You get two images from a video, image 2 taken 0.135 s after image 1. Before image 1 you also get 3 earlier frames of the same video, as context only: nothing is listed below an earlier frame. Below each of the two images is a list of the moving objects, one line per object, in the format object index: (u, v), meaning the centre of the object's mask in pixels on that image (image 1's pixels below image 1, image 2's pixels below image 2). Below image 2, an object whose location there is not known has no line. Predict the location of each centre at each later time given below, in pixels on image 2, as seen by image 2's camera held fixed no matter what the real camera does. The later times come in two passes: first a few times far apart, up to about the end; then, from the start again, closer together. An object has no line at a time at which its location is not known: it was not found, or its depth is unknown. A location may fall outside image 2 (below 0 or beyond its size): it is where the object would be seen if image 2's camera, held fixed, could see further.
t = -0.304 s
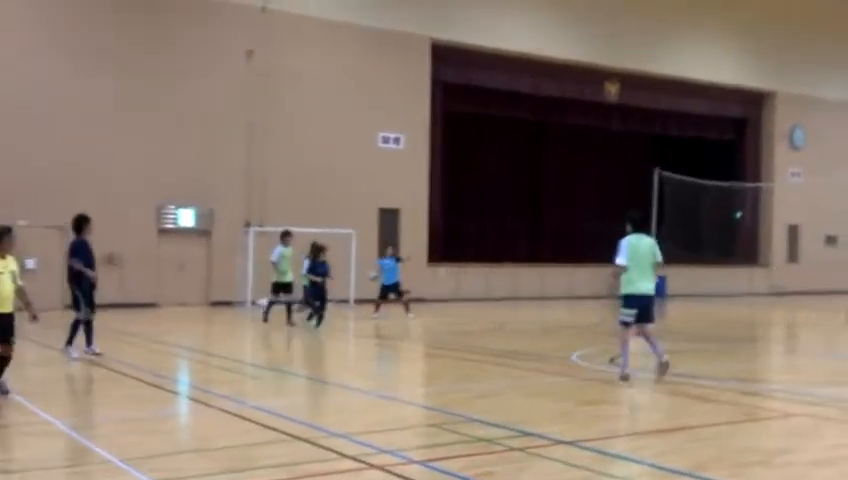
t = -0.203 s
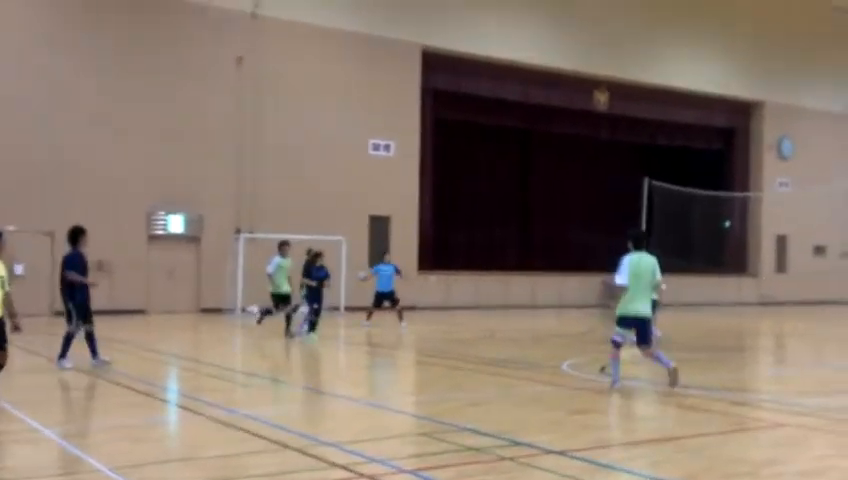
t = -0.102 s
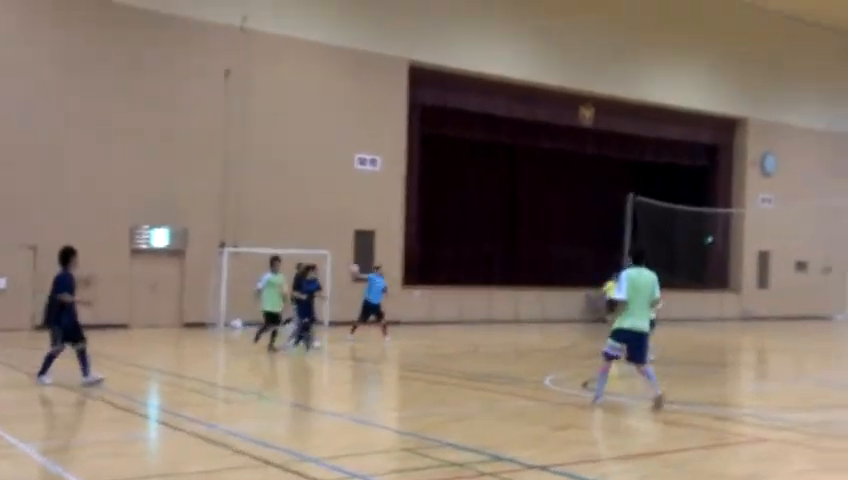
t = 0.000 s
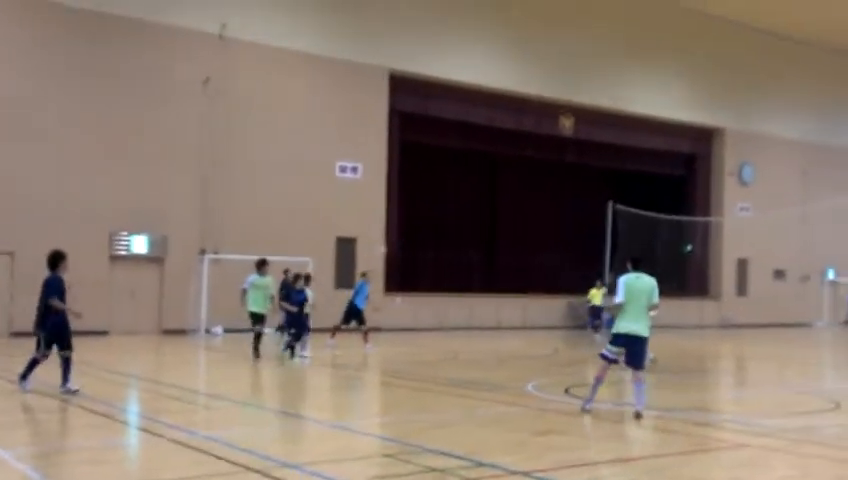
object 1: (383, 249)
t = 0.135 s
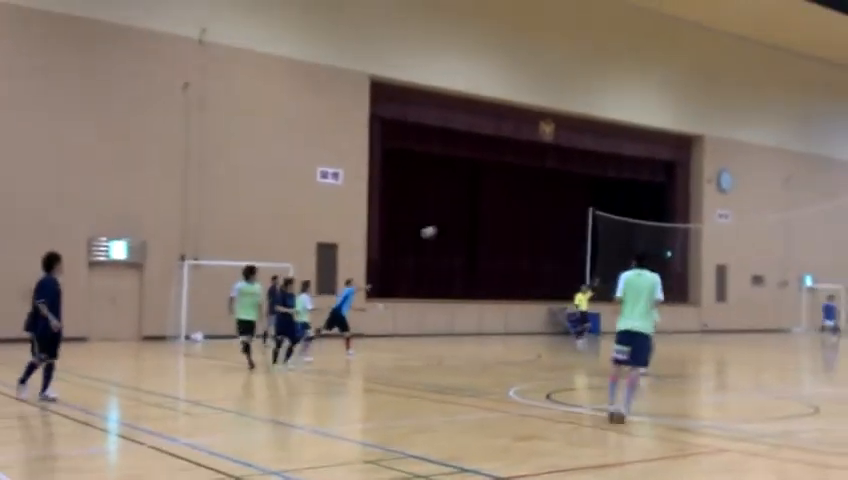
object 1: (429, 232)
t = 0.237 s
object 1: (481, 216)
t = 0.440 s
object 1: (593, 199)
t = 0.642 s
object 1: (718, 198)
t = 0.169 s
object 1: (447, 226)
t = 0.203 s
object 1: (464, 222)
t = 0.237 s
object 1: (481, 216)
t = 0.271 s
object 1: (497, 213)
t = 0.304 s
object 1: (515, 209)
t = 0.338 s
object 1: (534, 205)
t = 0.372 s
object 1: (554, 202)
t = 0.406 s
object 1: (573, 200)
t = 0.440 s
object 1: (593, 199)
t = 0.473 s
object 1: (613, 198)
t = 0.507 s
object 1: (631, 196)
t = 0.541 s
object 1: (651, 197)
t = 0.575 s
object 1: (672, 198)
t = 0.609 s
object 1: (693, 197)
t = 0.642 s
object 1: (718, 198)
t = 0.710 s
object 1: (763, 204)
